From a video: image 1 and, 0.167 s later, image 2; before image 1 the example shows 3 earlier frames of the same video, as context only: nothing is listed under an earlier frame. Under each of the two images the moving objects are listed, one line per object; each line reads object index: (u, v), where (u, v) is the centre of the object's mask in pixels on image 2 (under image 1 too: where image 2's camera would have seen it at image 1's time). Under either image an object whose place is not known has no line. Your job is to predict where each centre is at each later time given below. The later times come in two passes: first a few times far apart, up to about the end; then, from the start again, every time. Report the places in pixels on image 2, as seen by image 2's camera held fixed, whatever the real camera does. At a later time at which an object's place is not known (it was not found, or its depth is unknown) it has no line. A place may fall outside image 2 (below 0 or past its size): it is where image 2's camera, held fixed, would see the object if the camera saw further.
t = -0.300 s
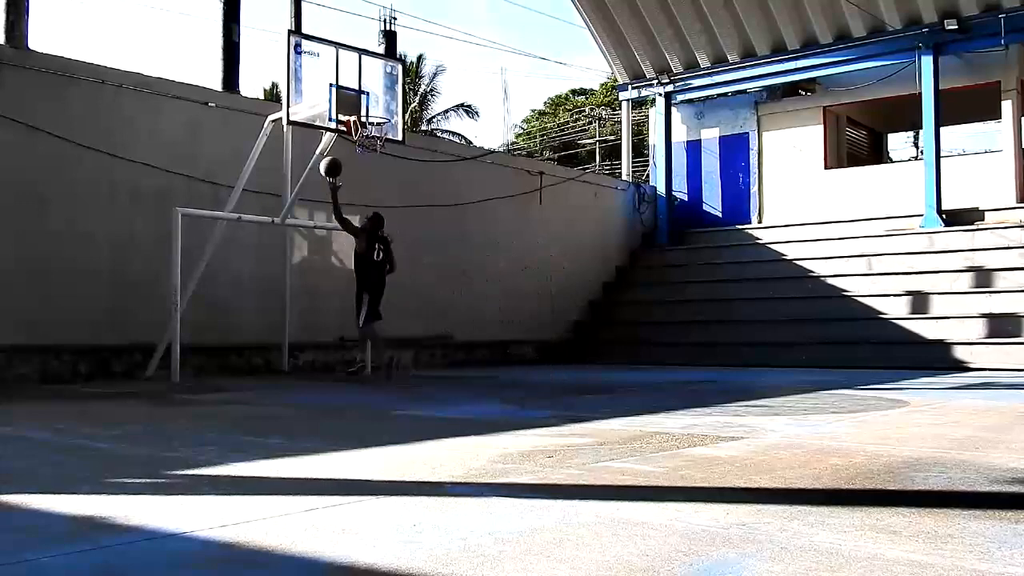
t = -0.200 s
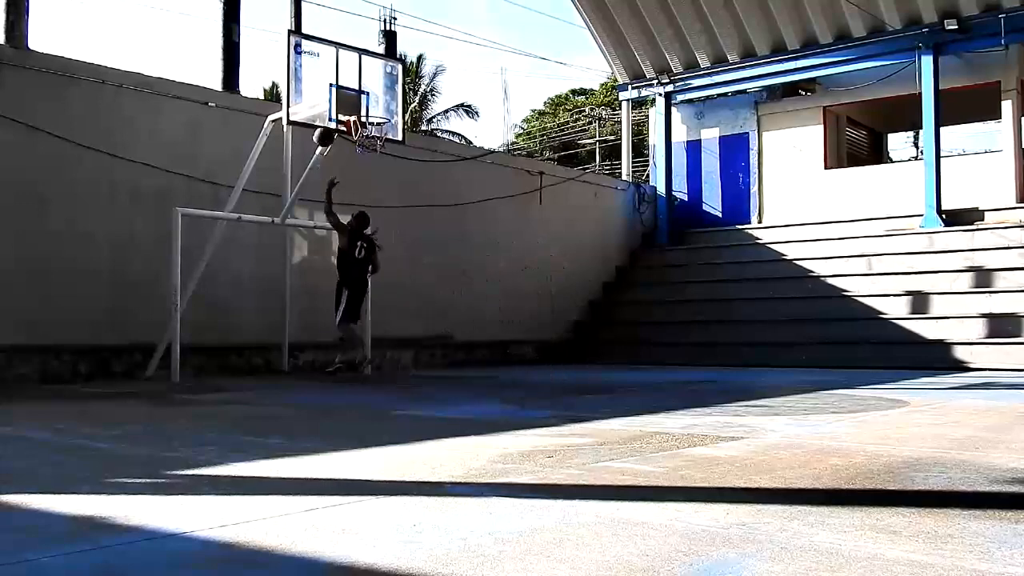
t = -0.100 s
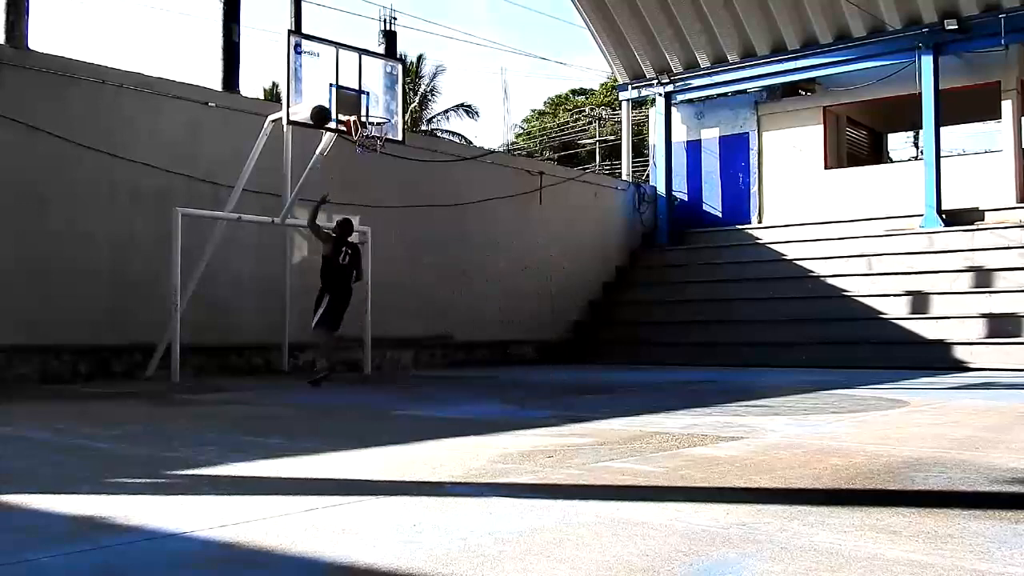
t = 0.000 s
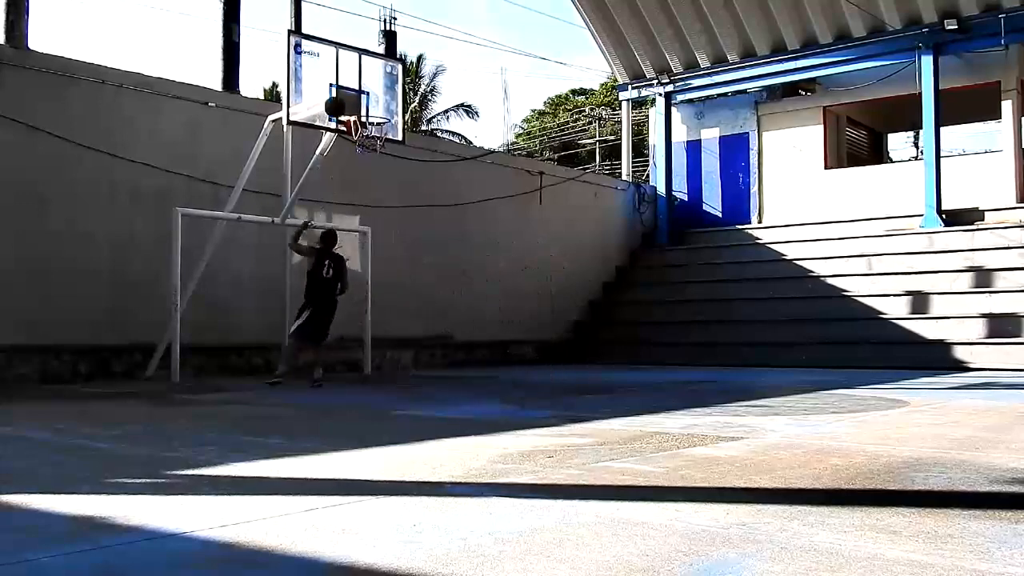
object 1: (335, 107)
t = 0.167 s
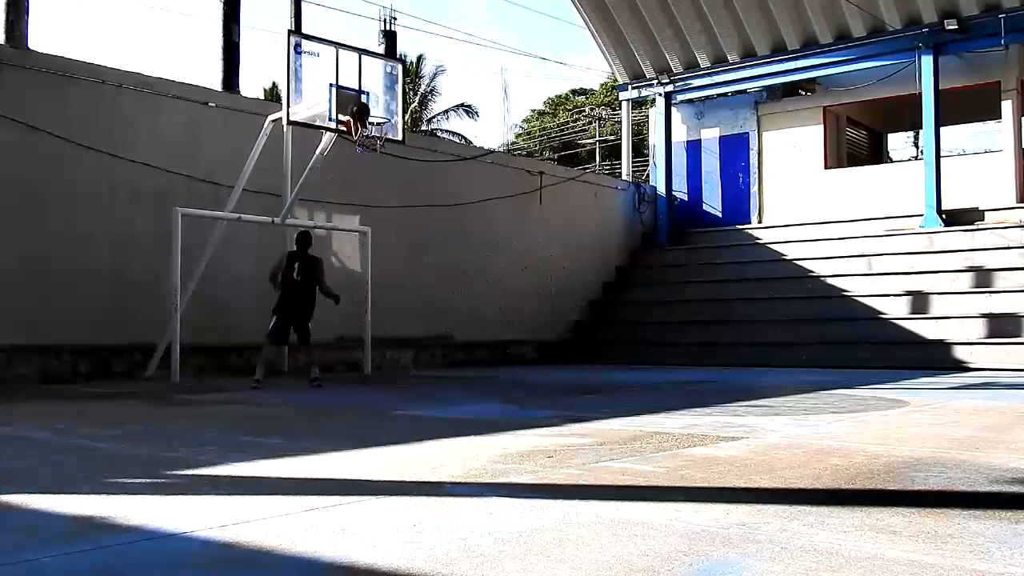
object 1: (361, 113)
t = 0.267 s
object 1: (374, 126)
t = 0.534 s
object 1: (413, 209)
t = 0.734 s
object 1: (445, 317)
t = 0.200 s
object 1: (364, 116)
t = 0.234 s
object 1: (369, 120)
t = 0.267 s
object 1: (374, 126)
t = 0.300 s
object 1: (379, 133)
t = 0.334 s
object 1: (383, 141)
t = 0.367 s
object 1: (388, 149)
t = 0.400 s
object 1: (393, 159)
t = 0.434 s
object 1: (398, 170)
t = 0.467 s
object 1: (403, 182)
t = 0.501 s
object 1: (408, 195)
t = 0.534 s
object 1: (413, 209)
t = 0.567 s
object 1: (419, 225)
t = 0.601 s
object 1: (424, 241)
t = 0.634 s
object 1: (429, 258)
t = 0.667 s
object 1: (435, 277)
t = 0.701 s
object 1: (440, 297)
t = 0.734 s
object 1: (445, 317)
